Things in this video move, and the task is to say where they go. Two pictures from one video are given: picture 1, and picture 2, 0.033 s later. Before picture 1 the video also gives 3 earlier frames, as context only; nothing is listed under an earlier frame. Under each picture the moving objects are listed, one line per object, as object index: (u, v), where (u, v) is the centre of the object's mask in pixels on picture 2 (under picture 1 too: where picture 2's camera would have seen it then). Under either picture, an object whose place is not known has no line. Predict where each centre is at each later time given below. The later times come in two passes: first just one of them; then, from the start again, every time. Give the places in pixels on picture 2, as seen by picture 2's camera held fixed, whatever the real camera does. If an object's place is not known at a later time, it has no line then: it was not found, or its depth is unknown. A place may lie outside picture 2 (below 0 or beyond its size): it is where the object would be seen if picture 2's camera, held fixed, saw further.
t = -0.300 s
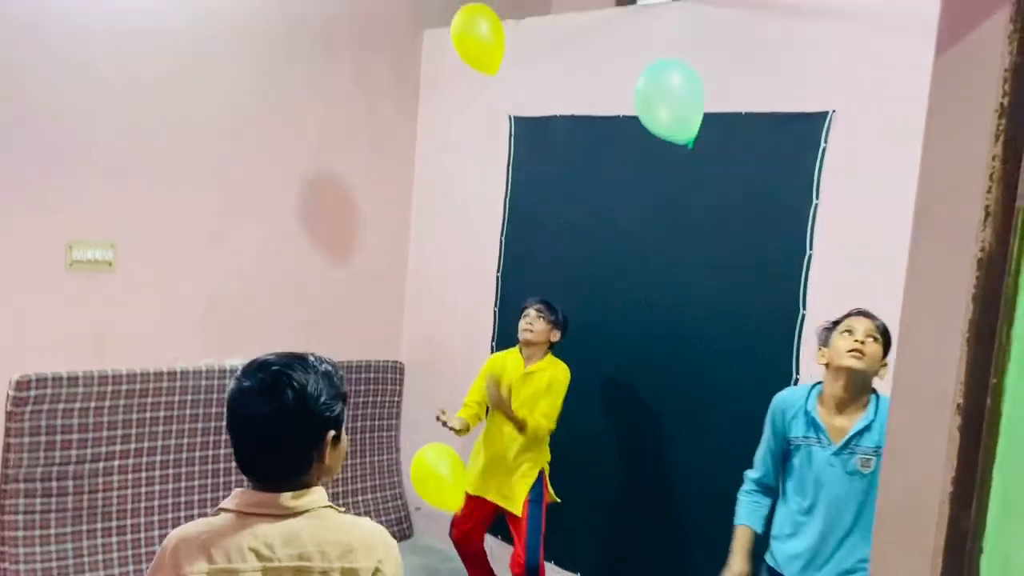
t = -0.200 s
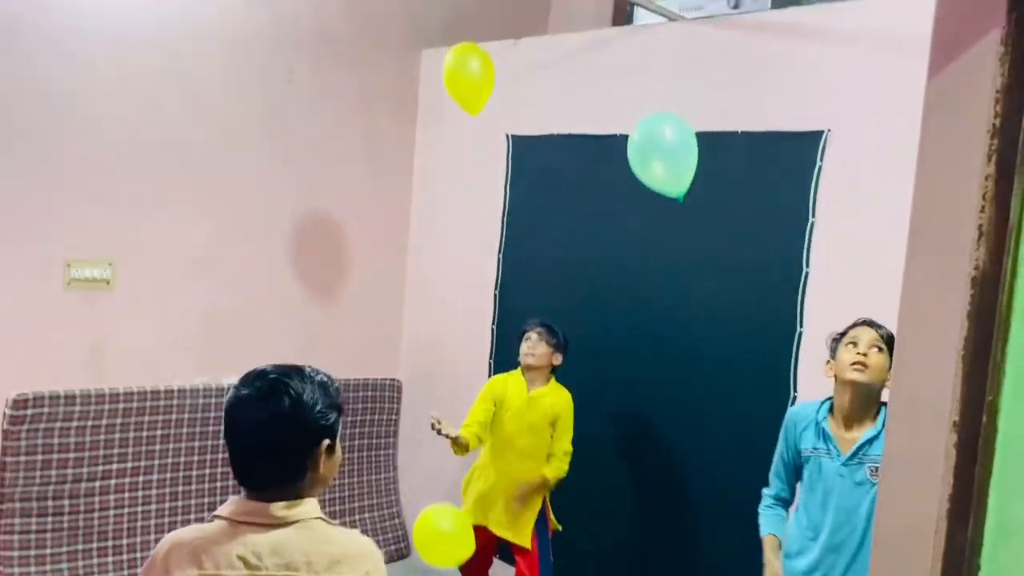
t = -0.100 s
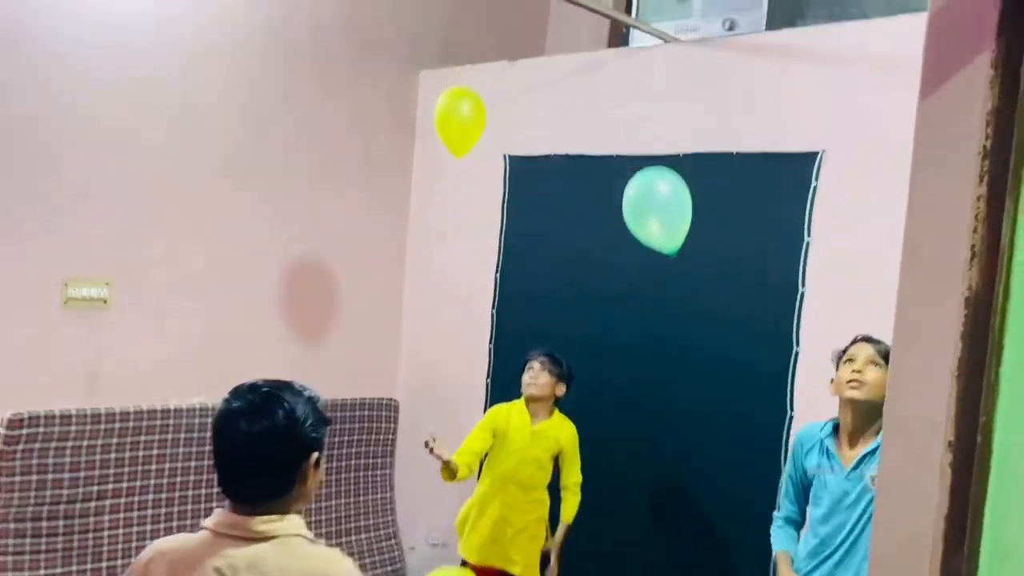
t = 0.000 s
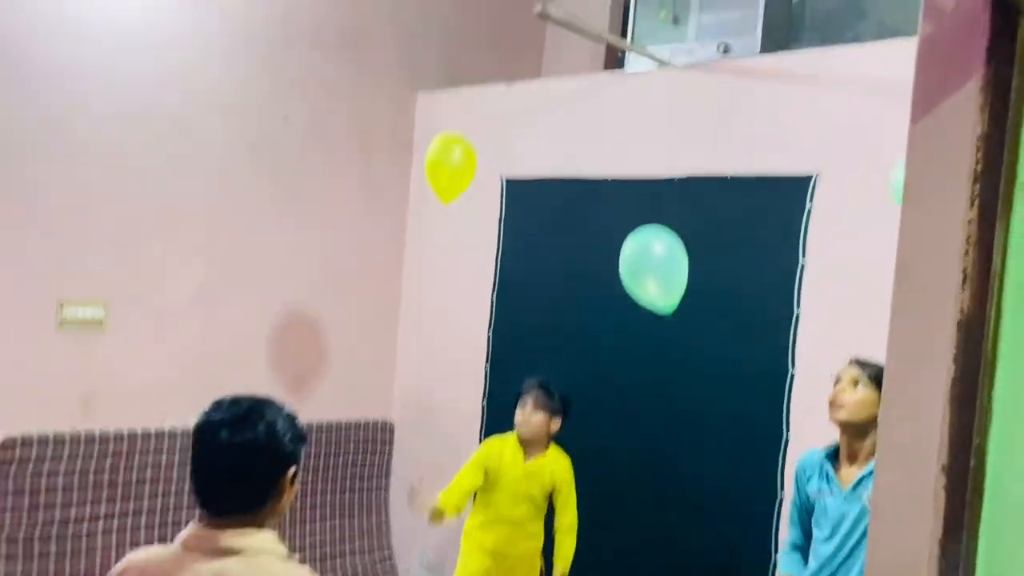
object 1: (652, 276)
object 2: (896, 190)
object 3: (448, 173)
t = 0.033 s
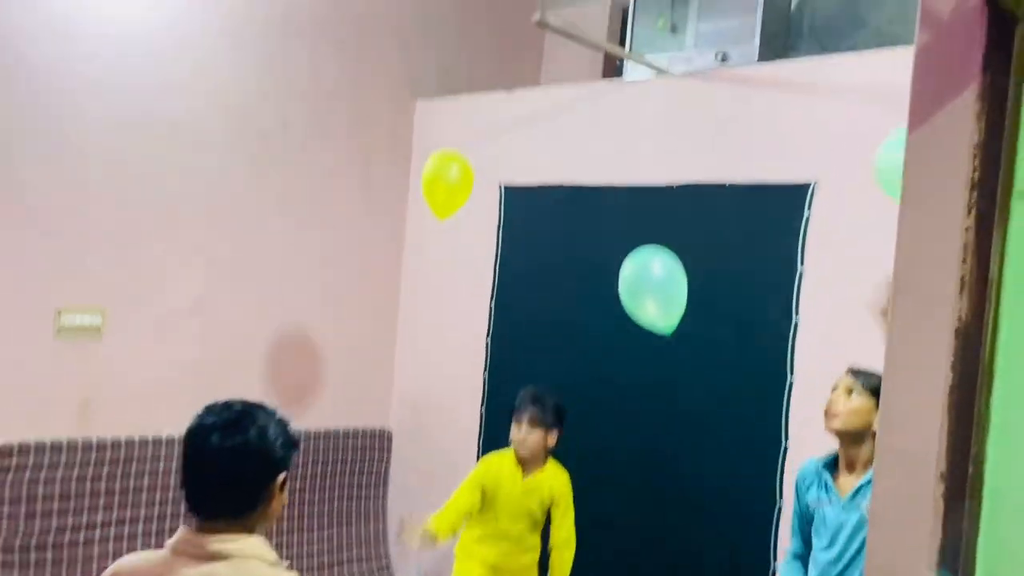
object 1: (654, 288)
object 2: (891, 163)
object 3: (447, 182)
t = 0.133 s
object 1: (658, 327)
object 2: (878, 103)
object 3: (441, 210)
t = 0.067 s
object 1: (655, 301)
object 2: (888, 138)
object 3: (445, 191)
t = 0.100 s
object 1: (657, 314)
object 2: (884, 118)
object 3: (443, 200)
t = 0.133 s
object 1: (658, 327)
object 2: (878, 103)
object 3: (441, 210)
